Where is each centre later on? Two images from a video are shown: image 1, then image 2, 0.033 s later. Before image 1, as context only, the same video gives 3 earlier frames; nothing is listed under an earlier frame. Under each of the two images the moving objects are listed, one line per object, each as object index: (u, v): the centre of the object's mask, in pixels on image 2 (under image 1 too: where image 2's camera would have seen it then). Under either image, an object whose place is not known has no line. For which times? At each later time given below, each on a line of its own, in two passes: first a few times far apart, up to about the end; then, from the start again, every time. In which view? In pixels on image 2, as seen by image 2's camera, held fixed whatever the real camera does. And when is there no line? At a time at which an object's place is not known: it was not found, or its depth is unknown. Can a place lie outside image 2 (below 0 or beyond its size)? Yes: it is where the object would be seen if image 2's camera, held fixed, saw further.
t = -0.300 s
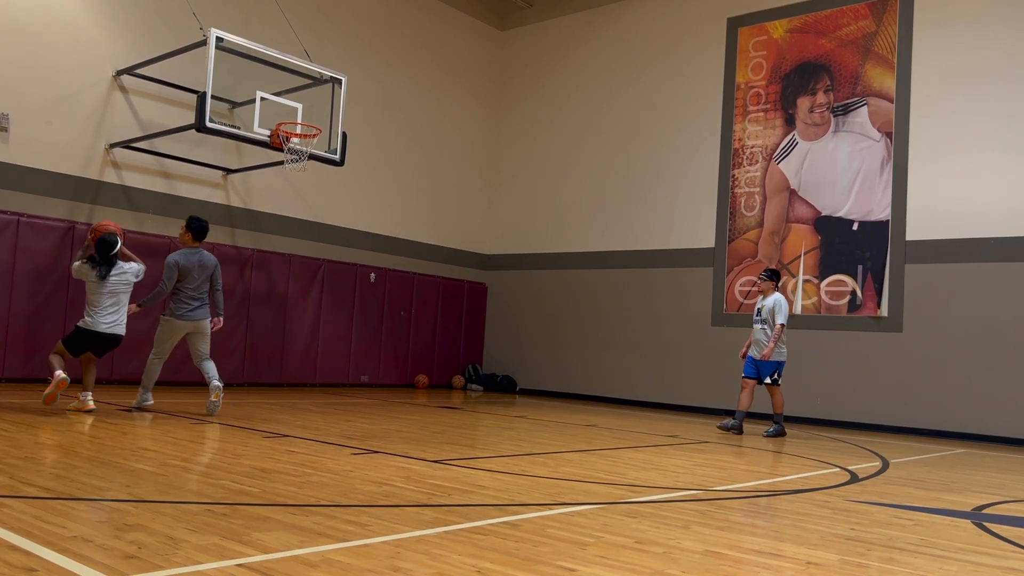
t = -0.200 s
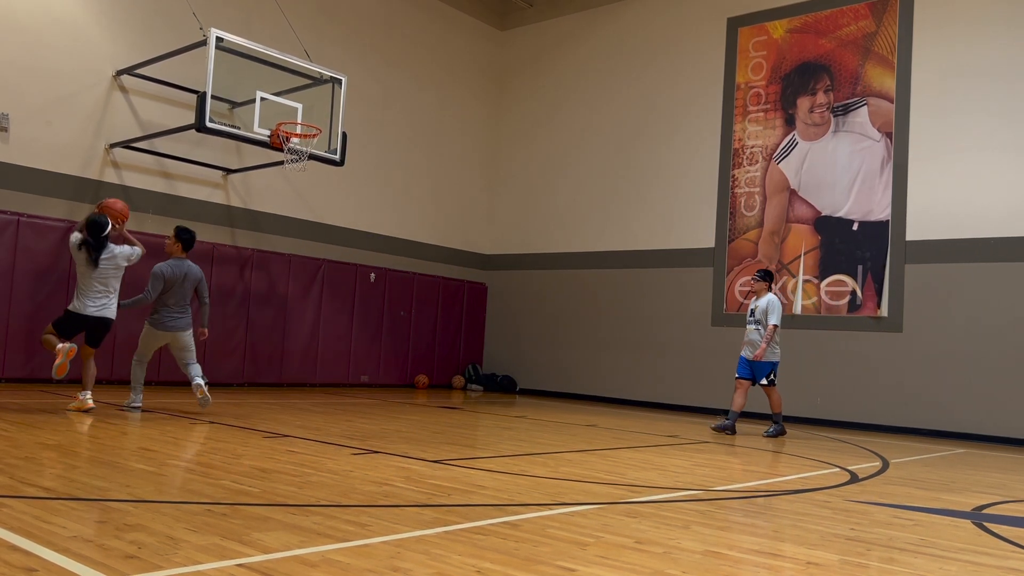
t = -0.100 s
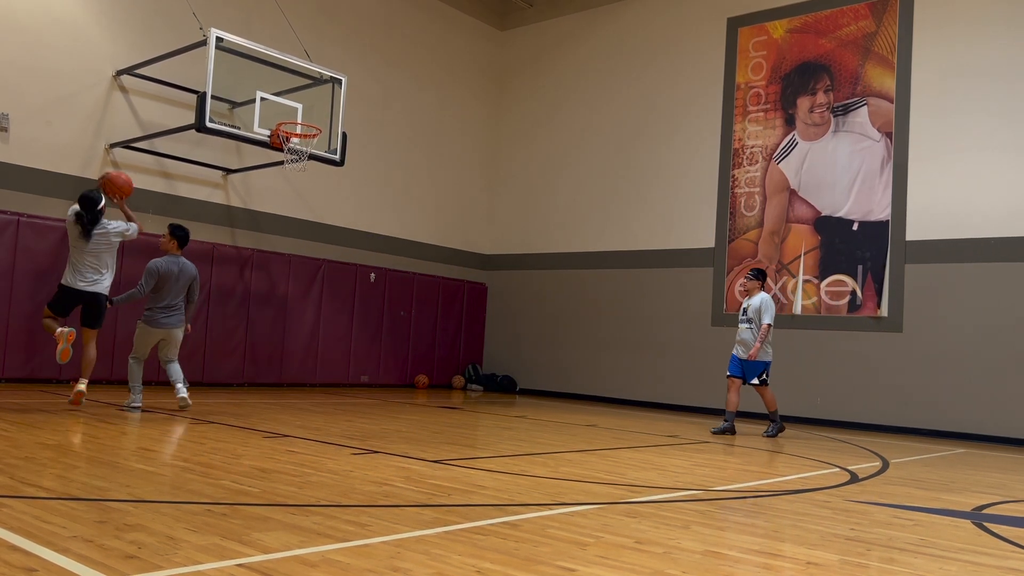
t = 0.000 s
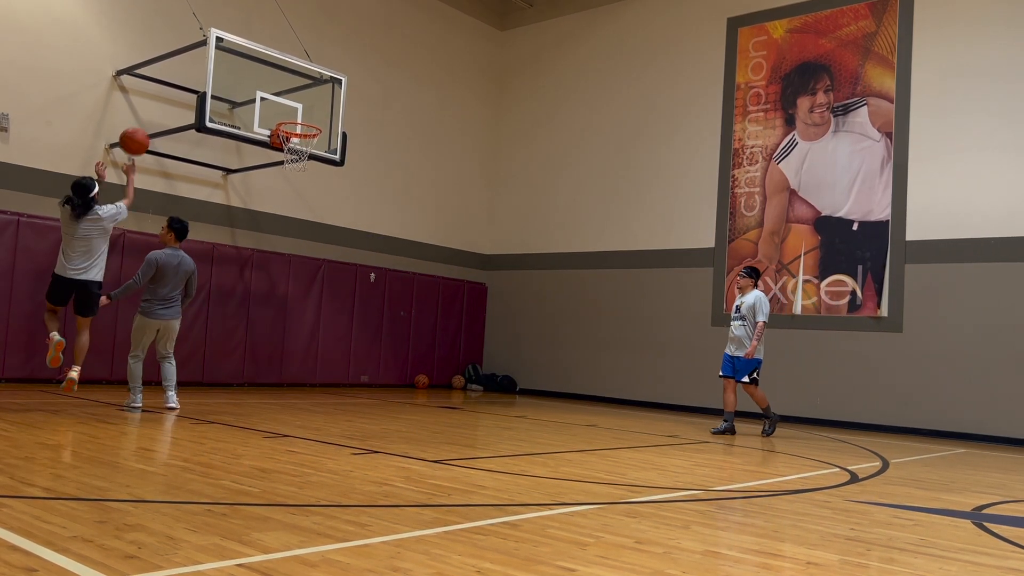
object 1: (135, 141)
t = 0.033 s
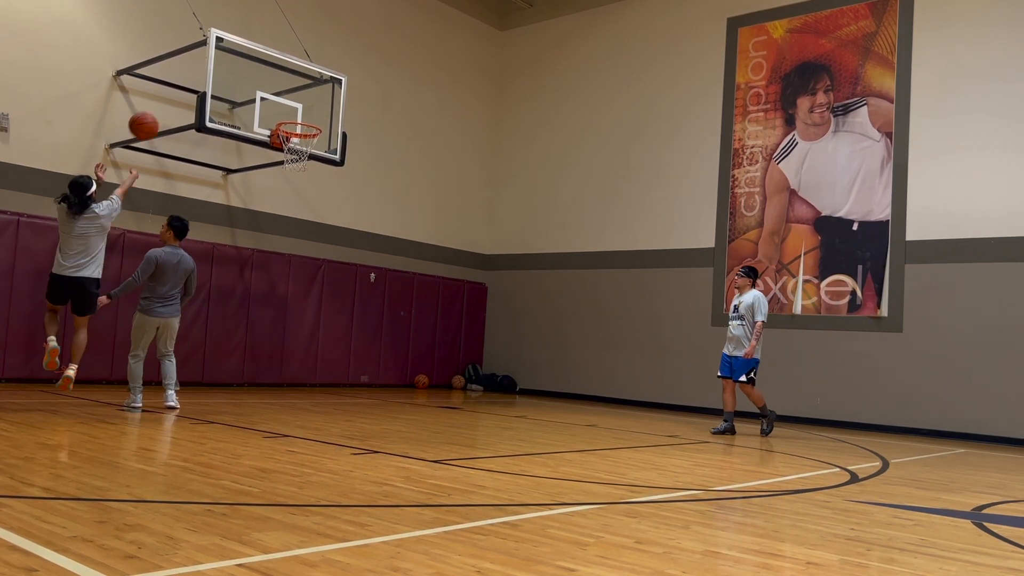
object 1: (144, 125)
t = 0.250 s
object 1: (194, 61)
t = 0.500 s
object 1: (237, 52)
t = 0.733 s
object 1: (270, 89)
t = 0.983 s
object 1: (311, 157)
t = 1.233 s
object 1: (324, 216)
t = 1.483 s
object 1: (334, 332)
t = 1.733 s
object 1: (336, 338)
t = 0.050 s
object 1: (148, 118)
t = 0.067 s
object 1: (152, 111)
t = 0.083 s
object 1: (156, 105)
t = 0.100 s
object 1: (161, 99)
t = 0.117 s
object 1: (165, 93)
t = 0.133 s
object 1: (169, 88)
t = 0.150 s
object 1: (172, 83)
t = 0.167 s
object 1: (176, 79)
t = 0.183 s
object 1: (180, 75)
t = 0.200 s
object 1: (183, 71)
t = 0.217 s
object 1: (187, 67)
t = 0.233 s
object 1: (190, 64)
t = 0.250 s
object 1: (194, 61)
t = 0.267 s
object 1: (197, 58)
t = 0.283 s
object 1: (200, 56)
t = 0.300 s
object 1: (203, 54)
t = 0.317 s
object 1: (207, 53)
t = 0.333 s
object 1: (209, 51)
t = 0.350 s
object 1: (213, 50)
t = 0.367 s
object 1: (216, 50)
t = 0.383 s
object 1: (218, 49)
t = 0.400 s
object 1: (221, 49)
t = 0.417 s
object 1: (224, 49)
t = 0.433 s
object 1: (227, 49)
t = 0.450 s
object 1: (229, 50)
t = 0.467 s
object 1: (232, 50)
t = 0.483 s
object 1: (234, 51)
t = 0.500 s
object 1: (237, 52)
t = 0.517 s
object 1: (239, 54)
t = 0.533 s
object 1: (242, 56)
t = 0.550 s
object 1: (244, 58)
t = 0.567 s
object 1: (246, 60)
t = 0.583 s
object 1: (248, 62)
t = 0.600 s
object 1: (251, 64)
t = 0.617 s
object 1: (253, 67)
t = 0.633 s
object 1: (255, 70)
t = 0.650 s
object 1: (257, 73)
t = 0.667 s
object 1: (259, 77)
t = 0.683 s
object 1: (261, 80)
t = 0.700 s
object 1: (264, 83)
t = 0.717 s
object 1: (267, 86)
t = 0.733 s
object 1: (270, 89)
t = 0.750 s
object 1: (273, 92)
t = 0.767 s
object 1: (276, 96)
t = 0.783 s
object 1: (279, 100)
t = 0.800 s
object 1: (282, 104)
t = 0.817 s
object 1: (285, 108)
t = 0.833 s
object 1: (288, 112)
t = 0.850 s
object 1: (291, 115)
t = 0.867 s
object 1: (294, 117)
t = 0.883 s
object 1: (296, 128)
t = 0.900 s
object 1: (299, 133)
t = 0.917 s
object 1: (303, 138)
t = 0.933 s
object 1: (305, 143)
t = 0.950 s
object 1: (308, 150)
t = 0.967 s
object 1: (309, 154)
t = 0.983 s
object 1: (311, 157)
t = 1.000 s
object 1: (312, 159)
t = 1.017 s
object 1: (313, 162)
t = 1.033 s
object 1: (313, 164)
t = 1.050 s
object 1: (314, 168)
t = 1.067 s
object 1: (315, 171)
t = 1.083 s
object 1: (316, 174)
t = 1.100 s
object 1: (317, 178)
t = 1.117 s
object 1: (318, 182)
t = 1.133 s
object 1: (319, 186)
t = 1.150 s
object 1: (320, 190)
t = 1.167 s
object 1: (321, 195)
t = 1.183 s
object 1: (322, 200)
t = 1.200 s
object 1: (323, 205)
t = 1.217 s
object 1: (324, 211)
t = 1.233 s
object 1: (324, 216)
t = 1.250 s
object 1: (325, 222)
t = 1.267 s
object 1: (326, 228)
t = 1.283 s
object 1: (326, 234)
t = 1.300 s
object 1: (327, 241)
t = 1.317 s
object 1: (328, 248)
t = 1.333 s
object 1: (329, 255)
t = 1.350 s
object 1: (329, 263)
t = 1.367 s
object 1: (330, 270)
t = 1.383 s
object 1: (330, 278)
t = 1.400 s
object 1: (331, 286)
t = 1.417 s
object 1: (332, 295)
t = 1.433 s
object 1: (333, 304)
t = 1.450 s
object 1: (333, 313)
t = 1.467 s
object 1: (334, 322)
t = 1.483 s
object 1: (334, 332)
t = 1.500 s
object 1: (335, 341)
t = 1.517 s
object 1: (336, 352)
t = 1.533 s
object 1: (335, 362)
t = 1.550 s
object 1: (336, 373)
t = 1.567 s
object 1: (337, 382)
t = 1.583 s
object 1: (337, 394)
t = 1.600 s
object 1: (336, 394)
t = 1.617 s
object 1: (337, 386)
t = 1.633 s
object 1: (336, 379)
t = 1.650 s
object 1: (337, 372)
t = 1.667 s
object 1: (336, 364)
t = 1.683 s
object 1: (337, 357)
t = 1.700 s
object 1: (336, 351)
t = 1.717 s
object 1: (336, 344)
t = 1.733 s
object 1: (336, 338)
